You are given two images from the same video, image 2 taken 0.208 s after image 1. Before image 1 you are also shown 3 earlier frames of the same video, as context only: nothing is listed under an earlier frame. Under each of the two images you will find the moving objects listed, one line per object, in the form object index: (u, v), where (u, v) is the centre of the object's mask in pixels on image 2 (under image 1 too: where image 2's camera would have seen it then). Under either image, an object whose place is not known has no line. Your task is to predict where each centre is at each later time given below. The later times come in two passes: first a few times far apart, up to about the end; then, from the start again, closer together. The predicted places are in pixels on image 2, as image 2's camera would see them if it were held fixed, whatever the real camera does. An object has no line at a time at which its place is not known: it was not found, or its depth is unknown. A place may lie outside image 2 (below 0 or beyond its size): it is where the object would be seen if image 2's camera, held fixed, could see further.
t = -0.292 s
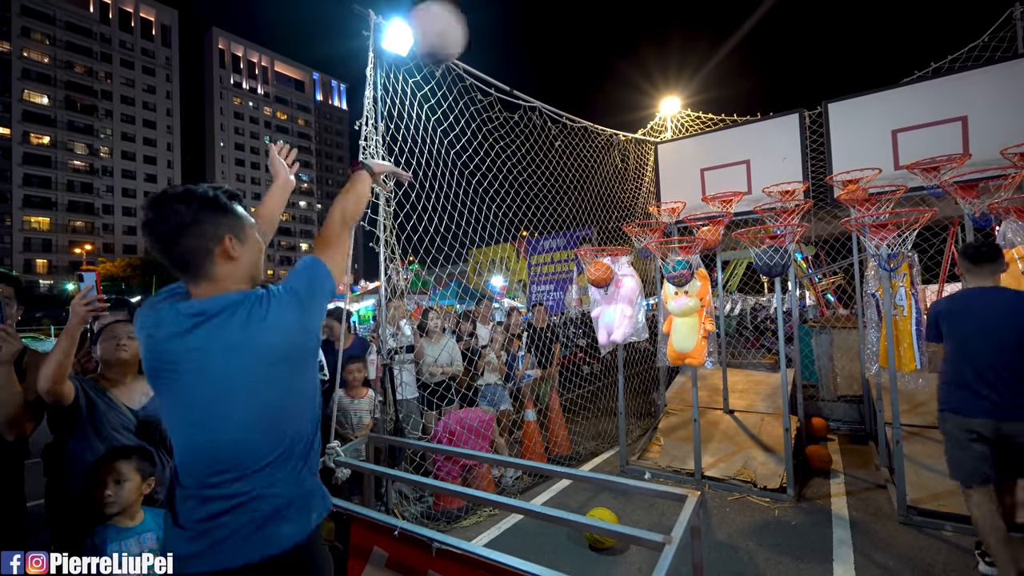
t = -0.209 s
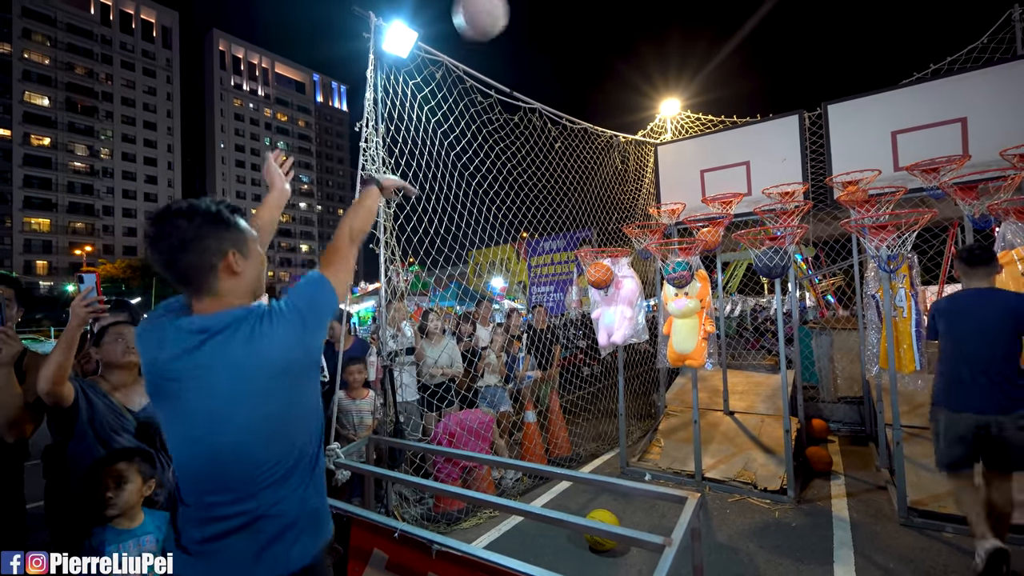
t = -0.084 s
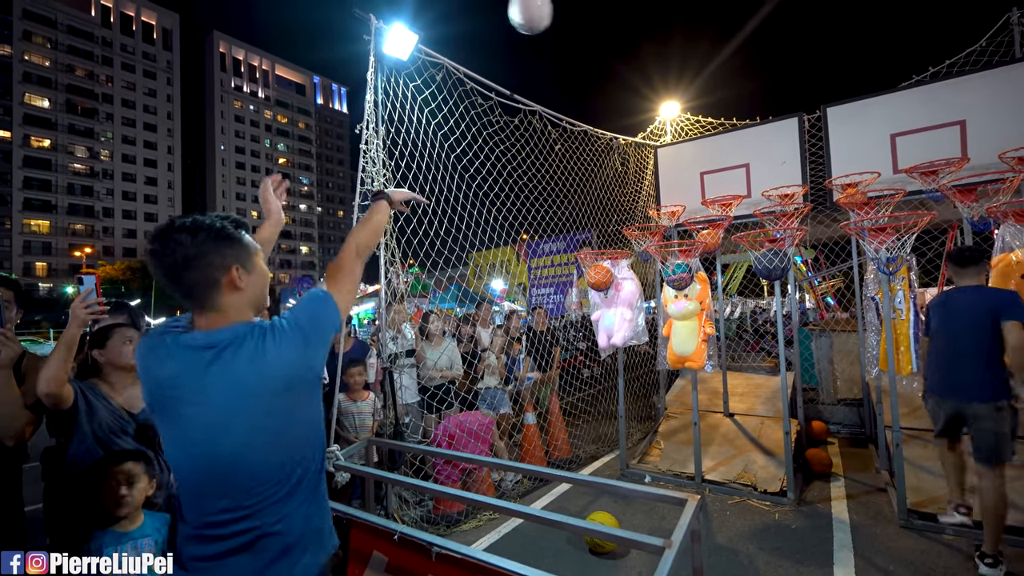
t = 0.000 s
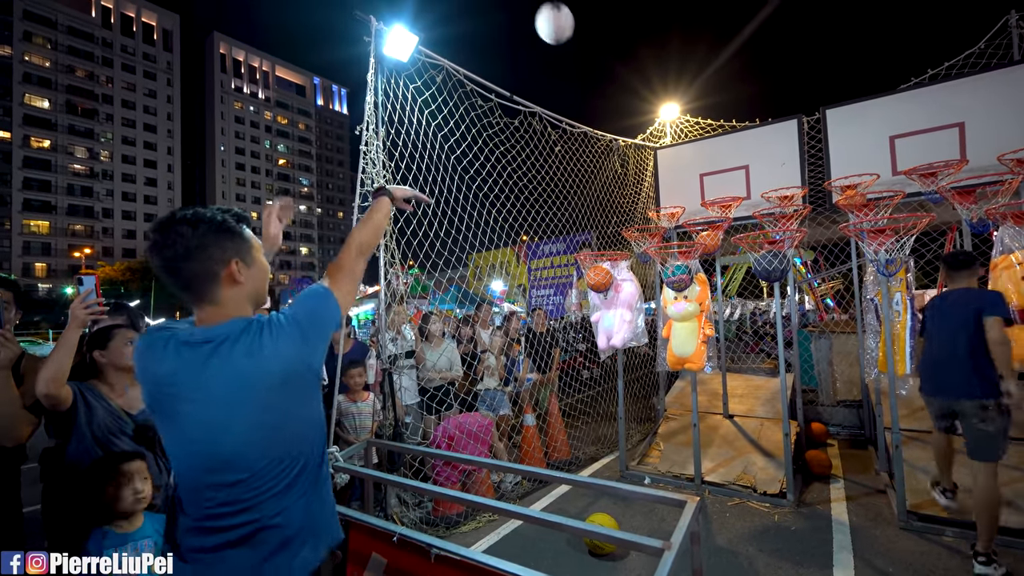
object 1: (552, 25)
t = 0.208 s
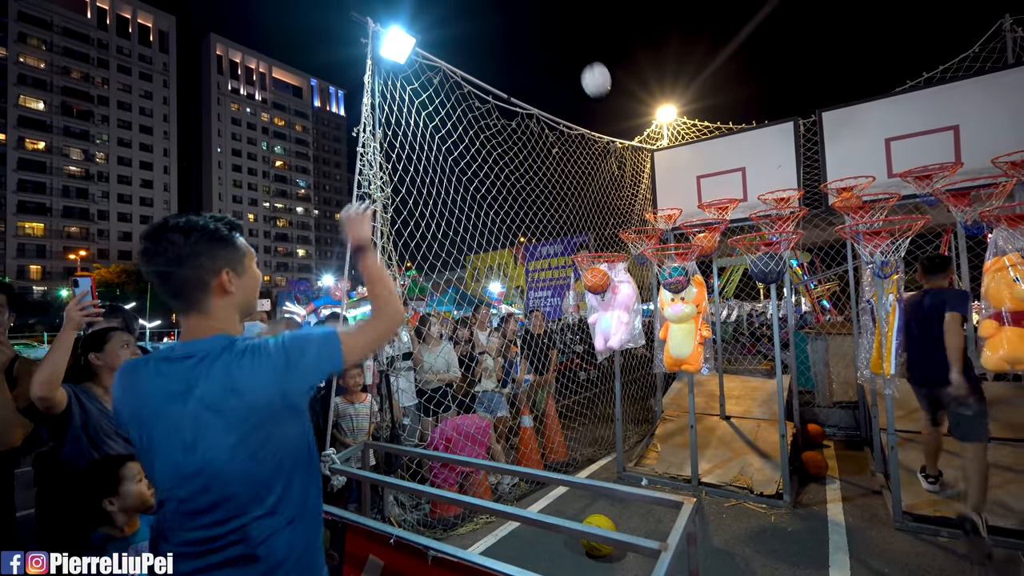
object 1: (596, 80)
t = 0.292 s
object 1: (609, 109)
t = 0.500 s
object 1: (637, 192)
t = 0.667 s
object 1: (643, 243)
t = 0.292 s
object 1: (609, 109)
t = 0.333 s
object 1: (615, 123)
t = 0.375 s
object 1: (621, 139)
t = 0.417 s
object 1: (626, 158)
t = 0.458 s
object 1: (632, 174)
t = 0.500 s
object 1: (637, 192)
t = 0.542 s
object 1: (641, 210)
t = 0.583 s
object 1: (646, 229)
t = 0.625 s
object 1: (646, 241)
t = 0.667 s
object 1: (643, 243)
